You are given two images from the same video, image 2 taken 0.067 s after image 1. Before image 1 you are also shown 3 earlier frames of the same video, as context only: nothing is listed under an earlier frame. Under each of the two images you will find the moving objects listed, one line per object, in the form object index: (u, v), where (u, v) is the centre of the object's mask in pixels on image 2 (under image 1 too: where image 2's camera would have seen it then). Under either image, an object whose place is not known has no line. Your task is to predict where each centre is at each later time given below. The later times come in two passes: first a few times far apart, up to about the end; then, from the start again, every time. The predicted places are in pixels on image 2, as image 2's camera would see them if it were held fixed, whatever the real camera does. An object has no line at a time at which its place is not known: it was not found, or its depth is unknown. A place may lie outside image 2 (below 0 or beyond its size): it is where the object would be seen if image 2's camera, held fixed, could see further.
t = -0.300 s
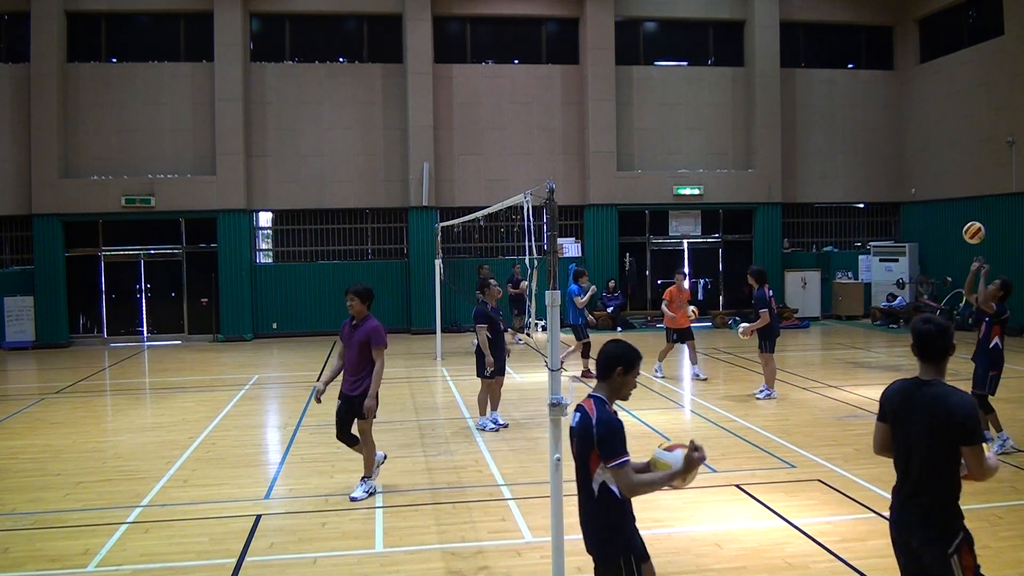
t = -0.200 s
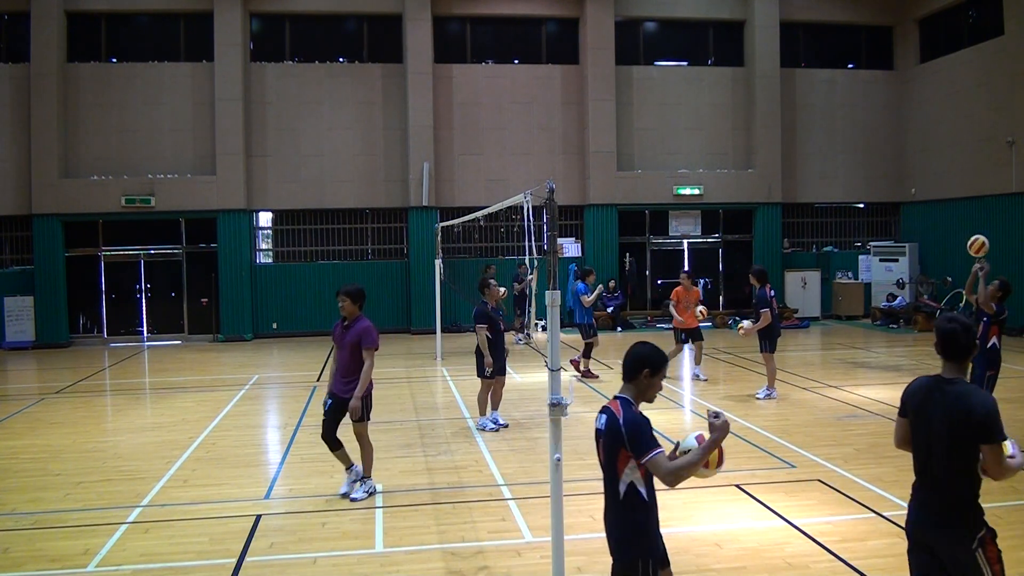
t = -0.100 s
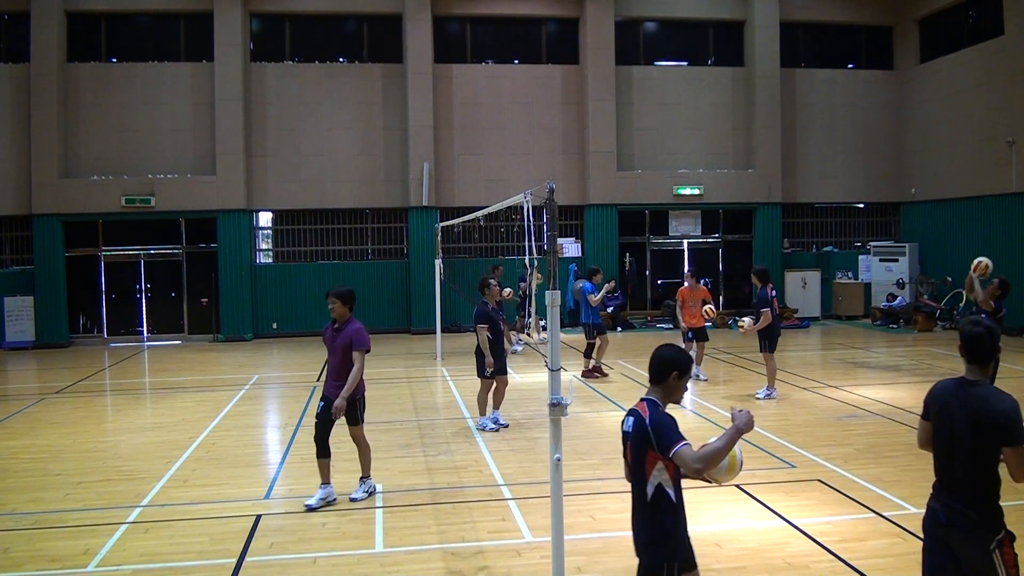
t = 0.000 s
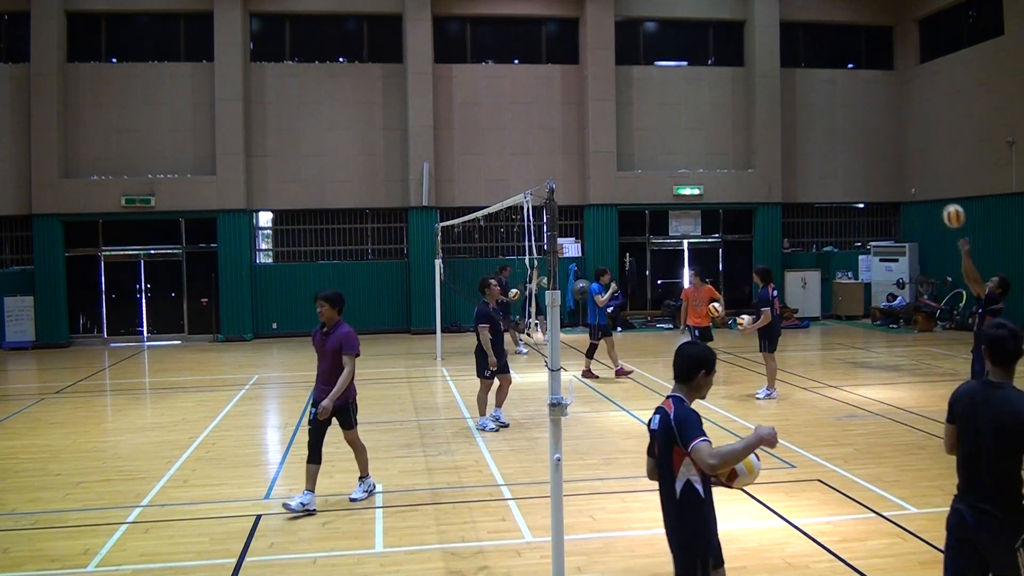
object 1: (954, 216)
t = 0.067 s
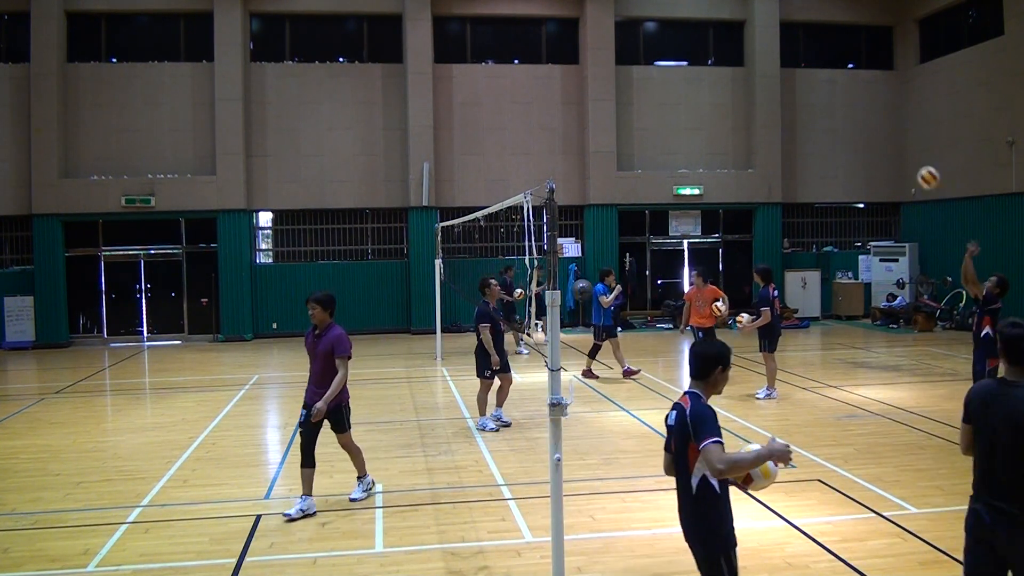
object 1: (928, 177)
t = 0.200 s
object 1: (878, 116)
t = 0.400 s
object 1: (806, 61)
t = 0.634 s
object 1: (727, 49)
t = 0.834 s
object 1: (664, 79)
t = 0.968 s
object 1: (626, 119)
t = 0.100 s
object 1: (915, 161)
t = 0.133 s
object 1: (903, 144)
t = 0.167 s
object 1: (890, 130)
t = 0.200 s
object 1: (878, 116)
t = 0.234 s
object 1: (866, 104)
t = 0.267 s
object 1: (854, 93)
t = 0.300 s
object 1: (842, 83)
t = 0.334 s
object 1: (830, 74)
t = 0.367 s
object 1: (818, 67)
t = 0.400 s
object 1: (806, 61)
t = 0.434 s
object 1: (794, 56)
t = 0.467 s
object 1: (783, 51)
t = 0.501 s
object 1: (772, 49)
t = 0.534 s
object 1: (760, 47)
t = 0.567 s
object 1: (749, 47)
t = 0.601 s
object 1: (738, 47)
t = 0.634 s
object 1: (727, 49)
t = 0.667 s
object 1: (716, 51)
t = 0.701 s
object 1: (706, 54)
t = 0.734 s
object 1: (695, 59)
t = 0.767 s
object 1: (685, 65)
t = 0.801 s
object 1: (674, 71)
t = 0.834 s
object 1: (664, 79)
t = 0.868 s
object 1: (655, 87)
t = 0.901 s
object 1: (645, 97)
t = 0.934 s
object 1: (635, 107)
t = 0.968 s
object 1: (626, 119)
